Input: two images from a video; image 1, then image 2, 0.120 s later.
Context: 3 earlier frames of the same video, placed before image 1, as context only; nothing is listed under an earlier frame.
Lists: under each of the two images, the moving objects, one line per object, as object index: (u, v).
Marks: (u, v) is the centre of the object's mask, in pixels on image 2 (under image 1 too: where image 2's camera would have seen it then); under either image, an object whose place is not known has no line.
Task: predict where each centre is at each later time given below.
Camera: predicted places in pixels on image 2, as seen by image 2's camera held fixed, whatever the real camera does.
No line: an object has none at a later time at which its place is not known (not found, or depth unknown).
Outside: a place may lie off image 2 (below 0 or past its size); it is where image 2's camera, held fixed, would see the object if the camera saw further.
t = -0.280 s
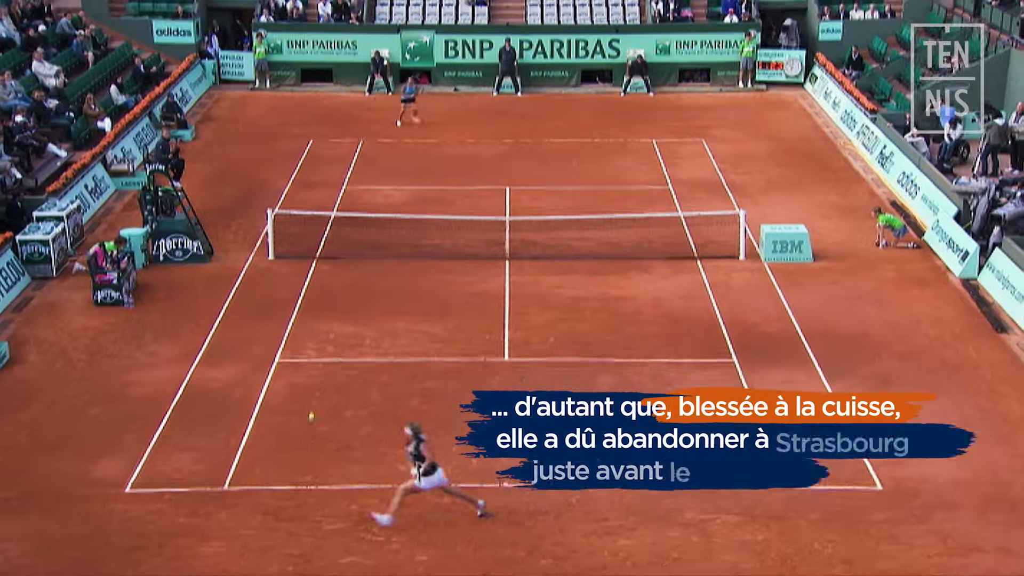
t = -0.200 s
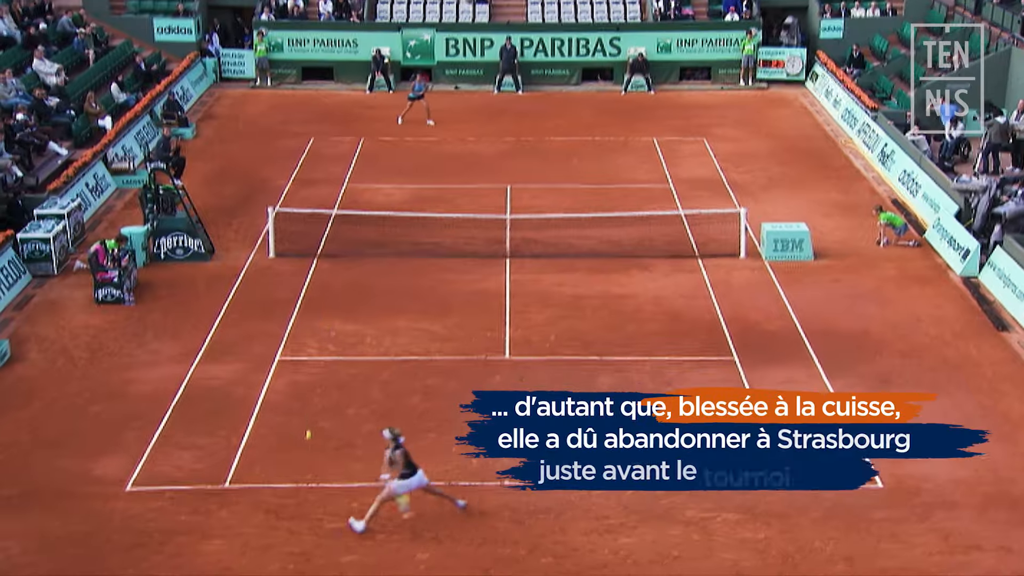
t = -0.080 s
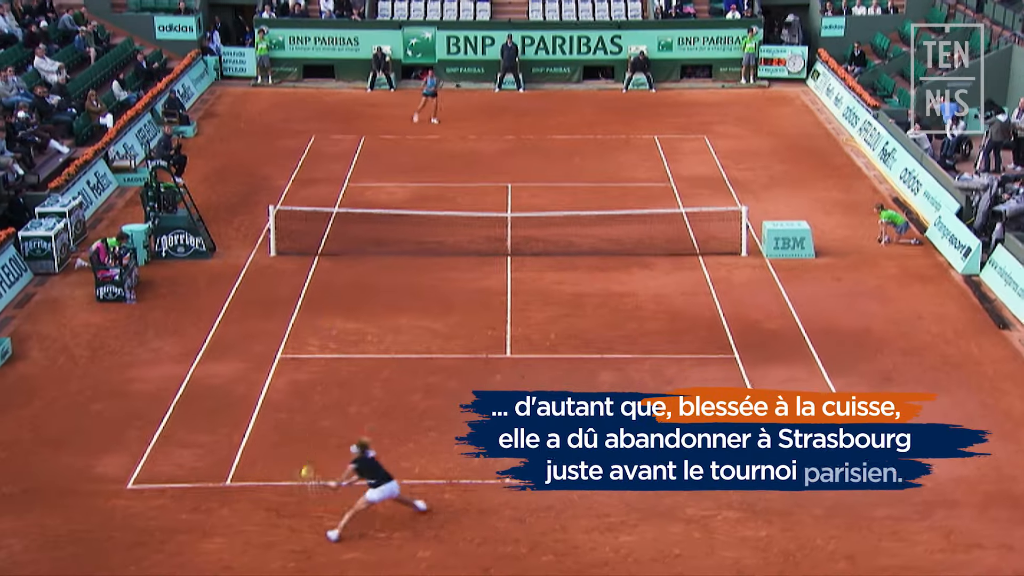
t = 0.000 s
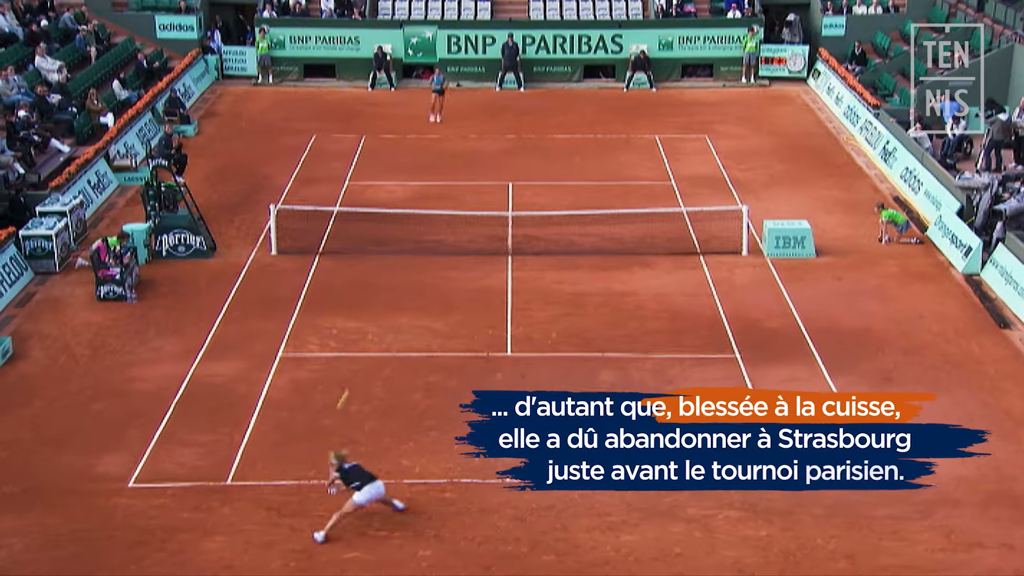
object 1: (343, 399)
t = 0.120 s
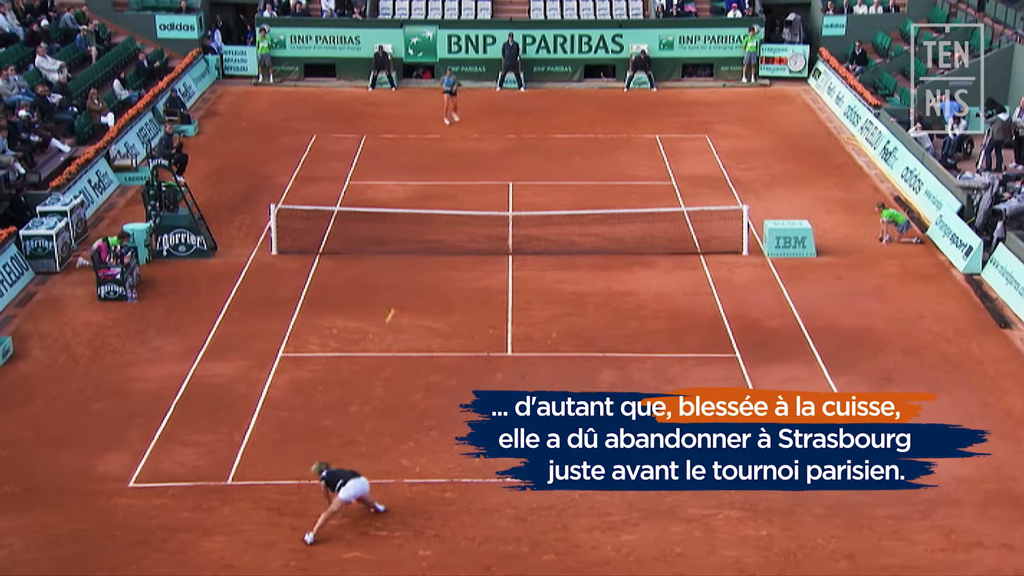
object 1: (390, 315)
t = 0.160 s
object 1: (403, 294)
